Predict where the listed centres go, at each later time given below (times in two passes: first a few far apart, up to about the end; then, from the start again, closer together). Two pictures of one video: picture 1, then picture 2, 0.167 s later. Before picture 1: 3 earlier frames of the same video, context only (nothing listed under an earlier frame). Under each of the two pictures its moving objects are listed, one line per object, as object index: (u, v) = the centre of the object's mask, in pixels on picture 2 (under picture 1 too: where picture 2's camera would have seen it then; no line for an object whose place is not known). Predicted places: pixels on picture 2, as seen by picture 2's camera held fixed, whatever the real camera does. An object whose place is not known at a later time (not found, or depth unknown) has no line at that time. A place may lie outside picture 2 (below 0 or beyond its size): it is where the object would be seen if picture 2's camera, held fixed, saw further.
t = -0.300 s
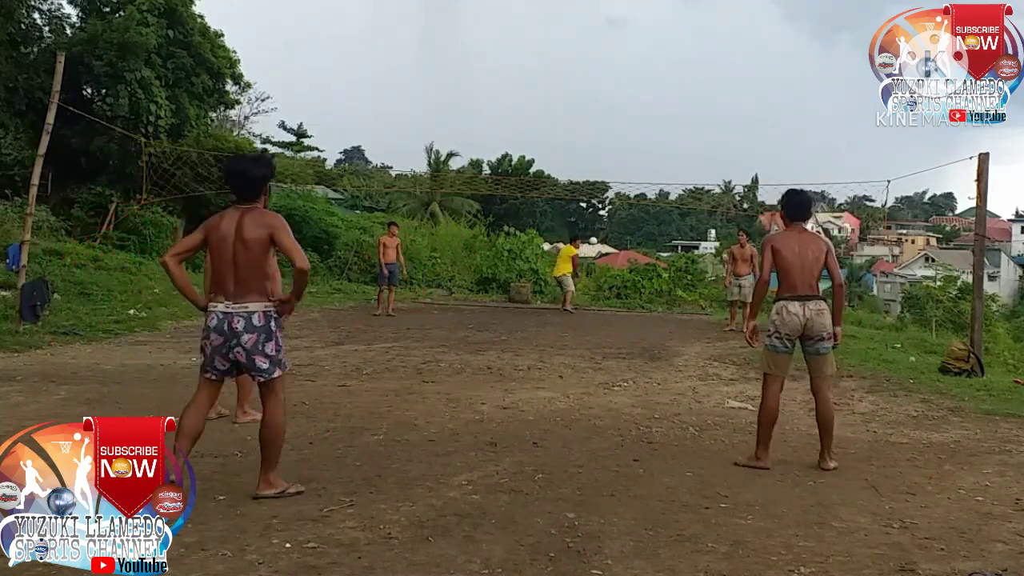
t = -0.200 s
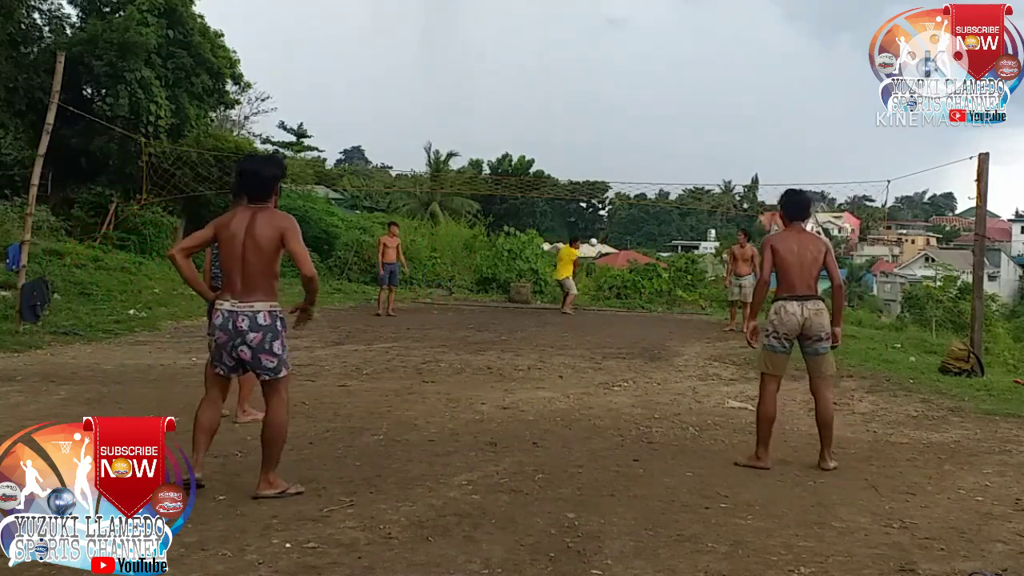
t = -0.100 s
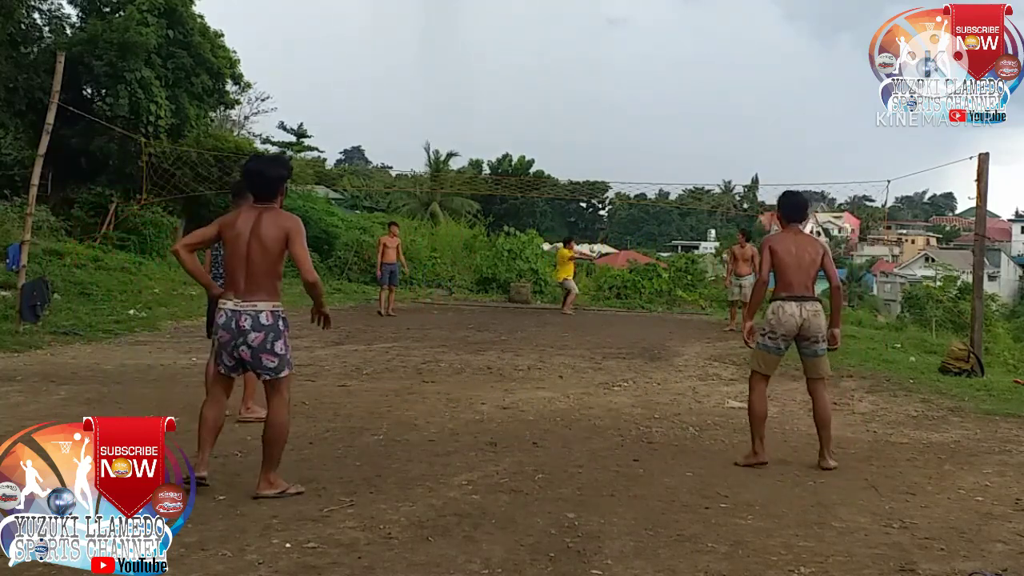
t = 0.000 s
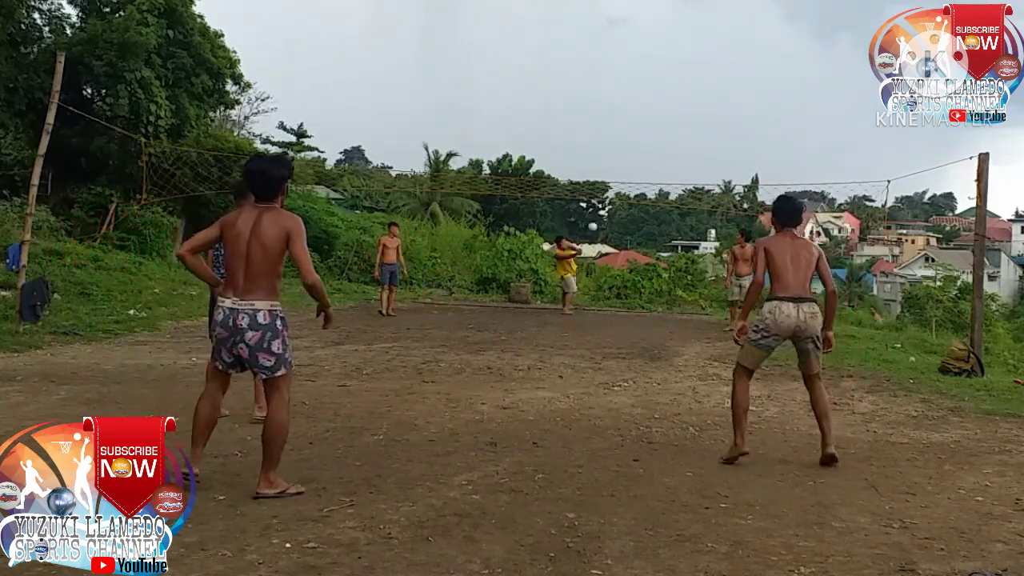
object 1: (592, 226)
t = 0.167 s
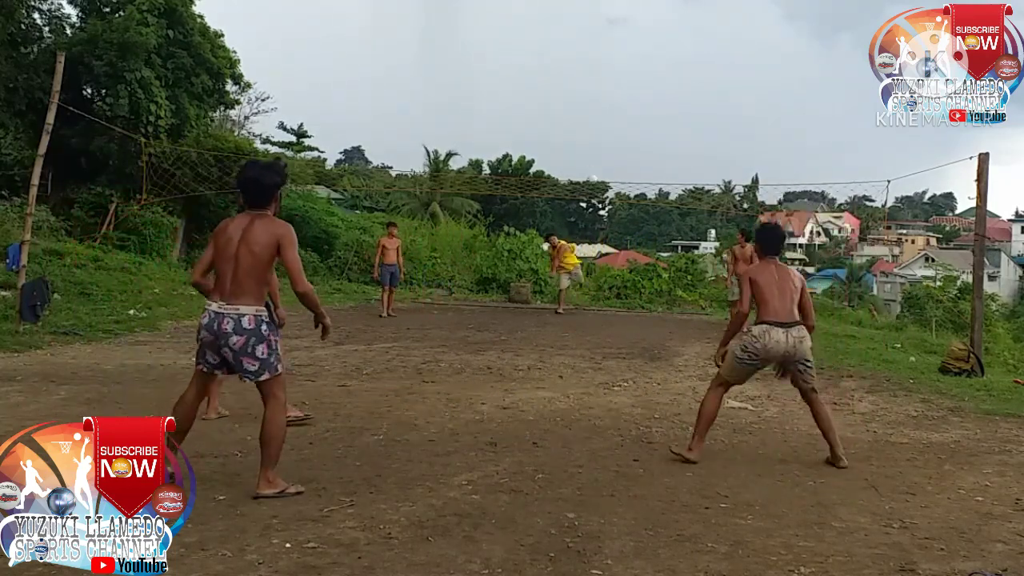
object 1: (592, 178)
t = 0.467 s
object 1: (587, 116)
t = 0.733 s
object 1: (570, 117)
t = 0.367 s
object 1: (590, 132)
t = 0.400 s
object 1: (589, 125)
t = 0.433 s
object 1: (588, 121)
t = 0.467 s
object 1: (587, 116)
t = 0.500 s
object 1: (586, 113)
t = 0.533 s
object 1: (584, 111)
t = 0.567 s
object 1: (583, 109)
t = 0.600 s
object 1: (581, 108)
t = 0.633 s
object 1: (579, 108)
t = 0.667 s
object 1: (576, 110)
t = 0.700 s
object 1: (573, 112)
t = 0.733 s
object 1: (570, 117)
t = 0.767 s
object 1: (566, 123)
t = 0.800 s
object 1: (563, 131)
